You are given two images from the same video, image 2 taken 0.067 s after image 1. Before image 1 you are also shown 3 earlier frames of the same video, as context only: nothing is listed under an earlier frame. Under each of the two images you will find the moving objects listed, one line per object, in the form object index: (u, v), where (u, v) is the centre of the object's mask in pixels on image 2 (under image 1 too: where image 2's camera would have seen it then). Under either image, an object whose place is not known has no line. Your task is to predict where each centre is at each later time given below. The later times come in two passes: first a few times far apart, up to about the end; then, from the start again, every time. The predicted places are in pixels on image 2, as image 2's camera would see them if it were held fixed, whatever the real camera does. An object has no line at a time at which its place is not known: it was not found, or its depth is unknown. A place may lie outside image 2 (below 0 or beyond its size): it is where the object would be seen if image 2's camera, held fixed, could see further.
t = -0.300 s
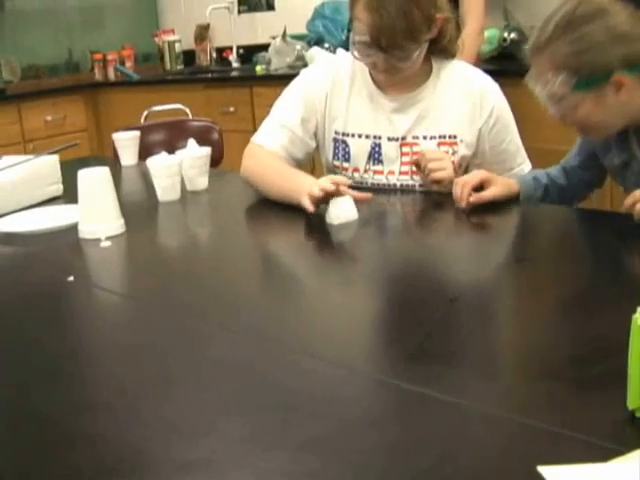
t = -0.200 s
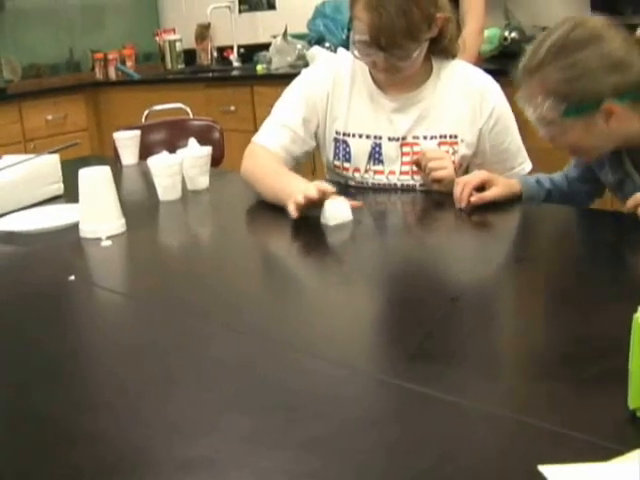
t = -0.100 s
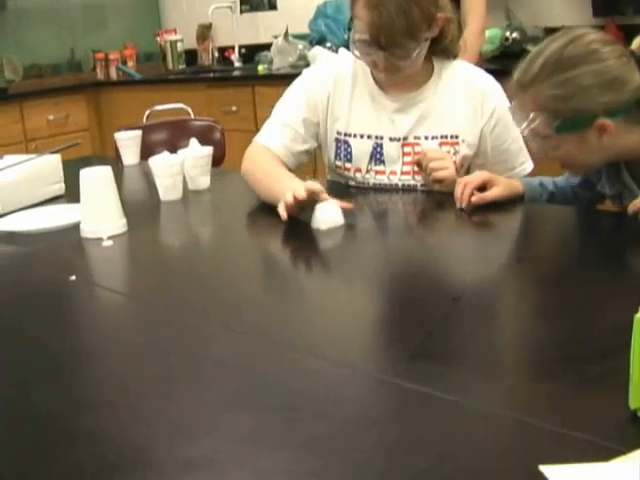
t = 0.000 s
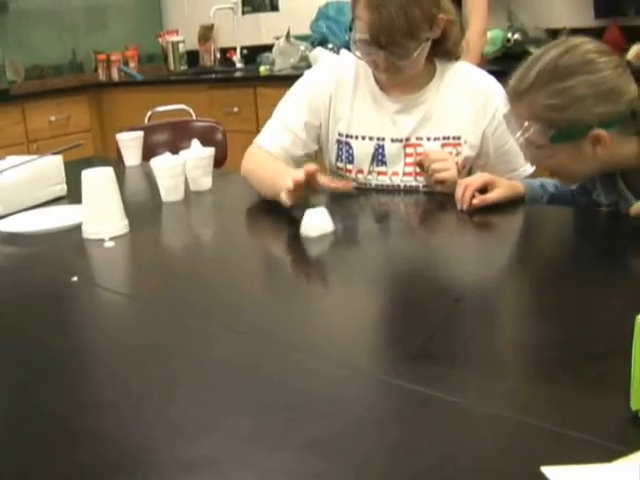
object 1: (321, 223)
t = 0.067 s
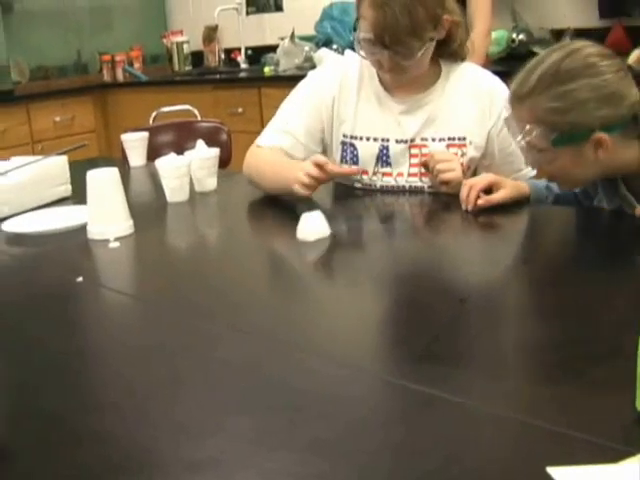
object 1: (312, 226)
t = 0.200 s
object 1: (295, 234)
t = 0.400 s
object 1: (266, 247)
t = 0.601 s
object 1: (235, 262)
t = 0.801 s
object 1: (200, 278)
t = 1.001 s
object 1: (160, 295)
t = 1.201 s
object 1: (122, 311)
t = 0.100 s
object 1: (308, 229)
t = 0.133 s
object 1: (304, 230)
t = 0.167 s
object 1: (299, 232)
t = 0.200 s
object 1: (295, 234)
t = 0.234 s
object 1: (290, 236)
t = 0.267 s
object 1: (285, 239)
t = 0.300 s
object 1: (281, 241)
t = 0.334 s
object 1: (276, 243)
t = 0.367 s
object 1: (271, 245)
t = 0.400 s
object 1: (266, 247)
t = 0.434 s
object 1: (261, 250)
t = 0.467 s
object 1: (256, 252)
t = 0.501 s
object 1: (251, 254)
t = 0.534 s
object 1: (245, 257)
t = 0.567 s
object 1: (240, 259)
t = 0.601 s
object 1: (235, 262)
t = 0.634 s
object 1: (229, 264)
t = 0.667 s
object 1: (224, 267)
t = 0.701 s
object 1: (218, 269)
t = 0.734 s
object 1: (212, 272)
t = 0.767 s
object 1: (206, 275)
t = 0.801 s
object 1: (200, 278)
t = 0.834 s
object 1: (193, 280)
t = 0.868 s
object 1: (187, 283)
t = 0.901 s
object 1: (180, 286)
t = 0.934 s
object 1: (173, 289)
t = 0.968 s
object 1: (166, 292)
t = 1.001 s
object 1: (160, 295)
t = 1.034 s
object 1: (153, 298)
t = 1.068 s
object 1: (146, 301)
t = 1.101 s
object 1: (140, 303)
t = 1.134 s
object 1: (133, 306)
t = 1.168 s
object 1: (128, 309)
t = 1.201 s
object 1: (122, 311)
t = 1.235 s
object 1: (115, 314)
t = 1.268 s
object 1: (108, 316)
